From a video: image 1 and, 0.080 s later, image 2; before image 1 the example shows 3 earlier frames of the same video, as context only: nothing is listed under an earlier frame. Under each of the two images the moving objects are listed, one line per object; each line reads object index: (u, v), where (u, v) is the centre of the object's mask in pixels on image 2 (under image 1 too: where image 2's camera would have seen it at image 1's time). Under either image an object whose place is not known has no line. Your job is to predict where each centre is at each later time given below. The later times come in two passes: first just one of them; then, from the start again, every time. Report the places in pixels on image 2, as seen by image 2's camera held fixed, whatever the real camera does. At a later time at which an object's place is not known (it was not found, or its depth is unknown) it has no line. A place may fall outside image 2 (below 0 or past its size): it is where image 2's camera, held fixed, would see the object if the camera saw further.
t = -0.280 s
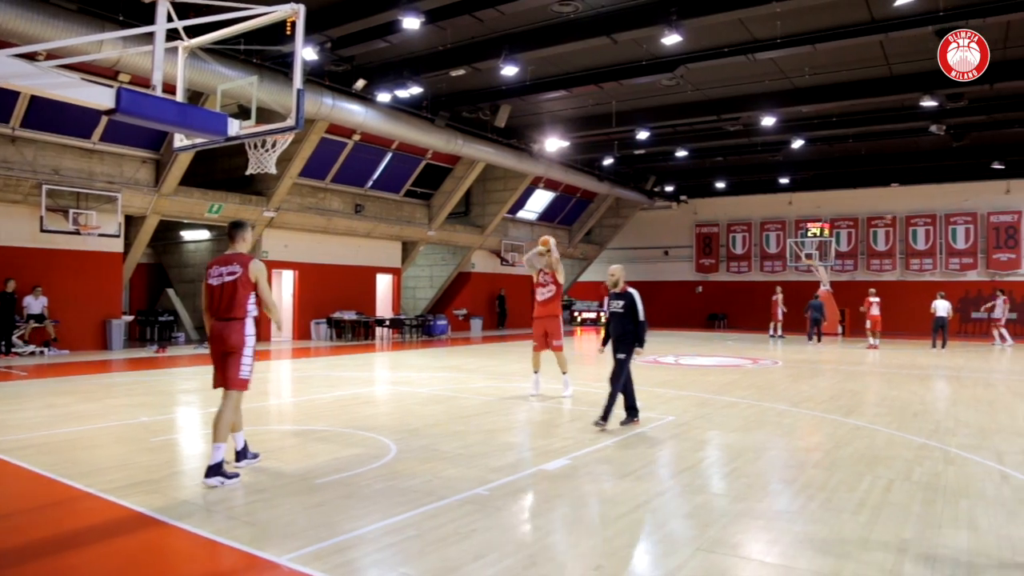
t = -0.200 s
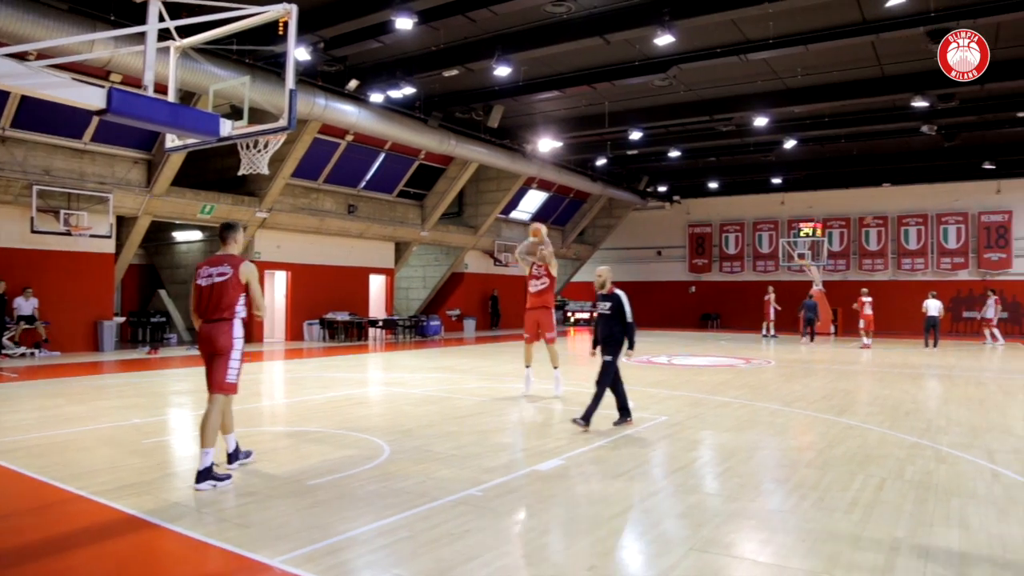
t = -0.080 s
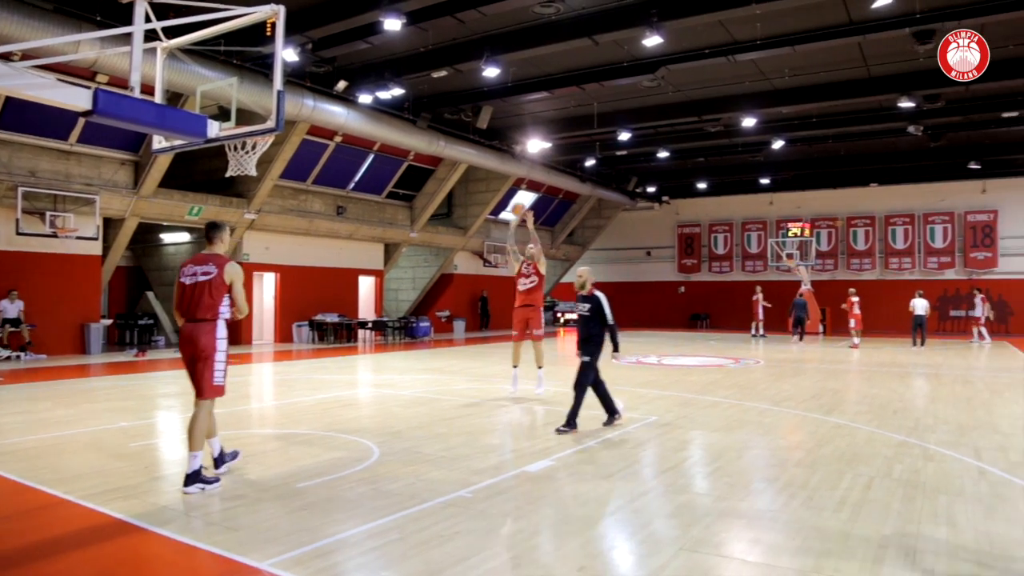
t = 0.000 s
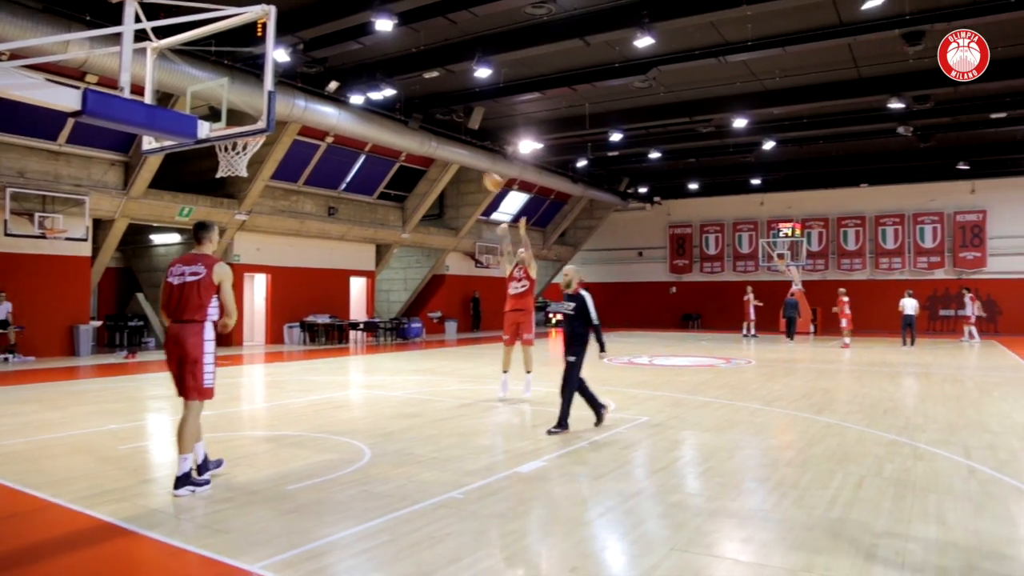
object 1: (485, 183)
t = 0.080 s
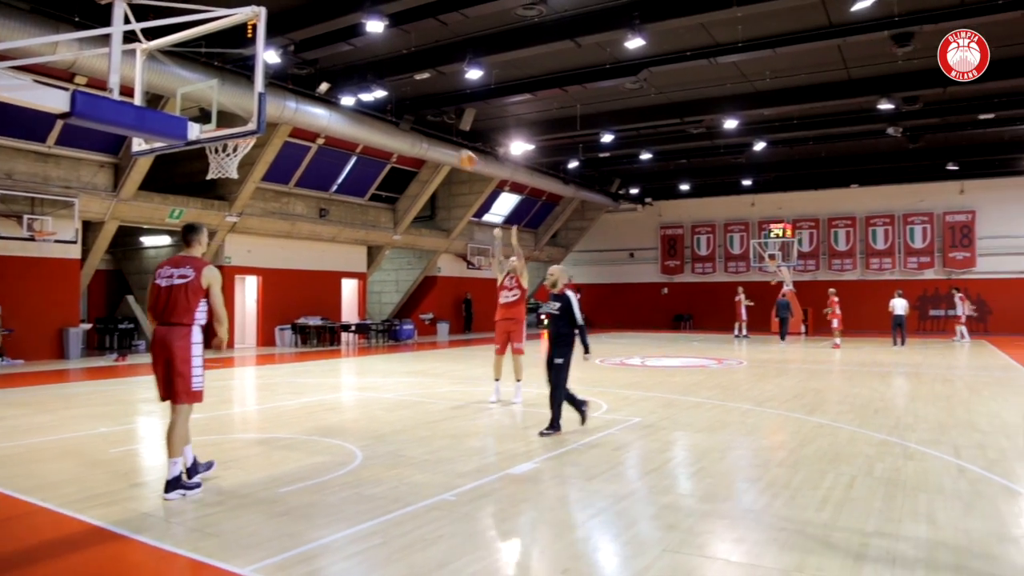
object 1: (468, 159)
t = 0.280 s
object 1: (415, 114)
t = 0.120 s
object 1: (458, 148)
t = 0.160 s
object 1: (448, 139)
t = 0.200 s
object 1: (437, 129)
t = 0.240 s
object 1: (426, 121)
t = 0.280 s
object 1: (415, 114)
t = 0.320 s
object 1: (403, 108)
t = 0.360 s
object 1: (393, 102)
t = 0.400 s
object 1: (381, 97)
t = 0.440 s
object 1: (367, 94)
